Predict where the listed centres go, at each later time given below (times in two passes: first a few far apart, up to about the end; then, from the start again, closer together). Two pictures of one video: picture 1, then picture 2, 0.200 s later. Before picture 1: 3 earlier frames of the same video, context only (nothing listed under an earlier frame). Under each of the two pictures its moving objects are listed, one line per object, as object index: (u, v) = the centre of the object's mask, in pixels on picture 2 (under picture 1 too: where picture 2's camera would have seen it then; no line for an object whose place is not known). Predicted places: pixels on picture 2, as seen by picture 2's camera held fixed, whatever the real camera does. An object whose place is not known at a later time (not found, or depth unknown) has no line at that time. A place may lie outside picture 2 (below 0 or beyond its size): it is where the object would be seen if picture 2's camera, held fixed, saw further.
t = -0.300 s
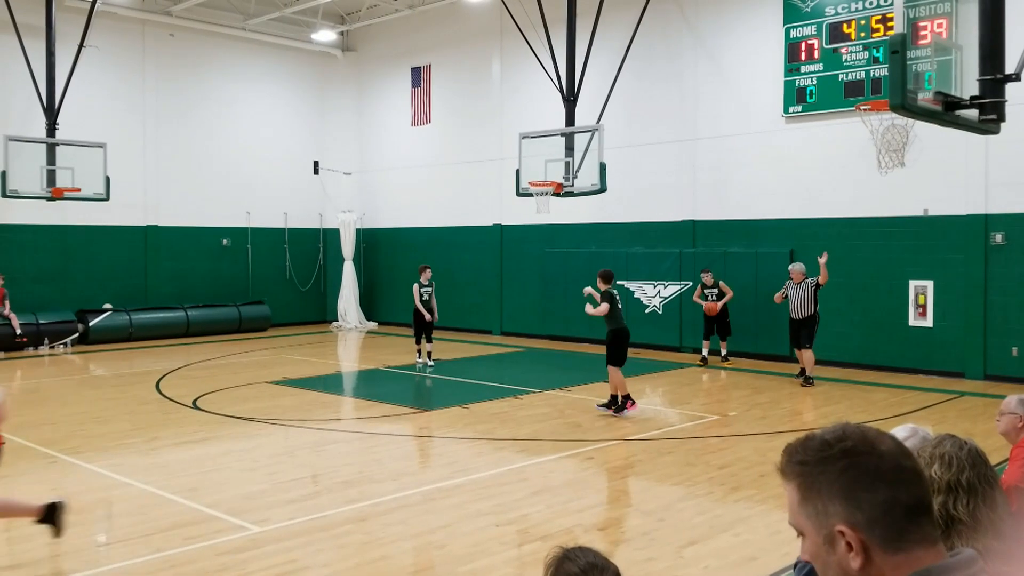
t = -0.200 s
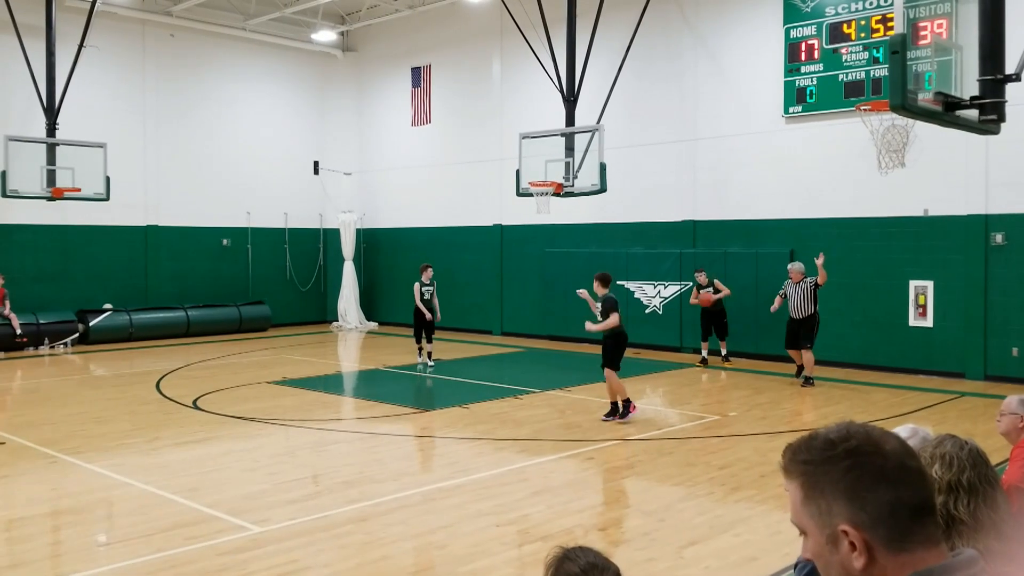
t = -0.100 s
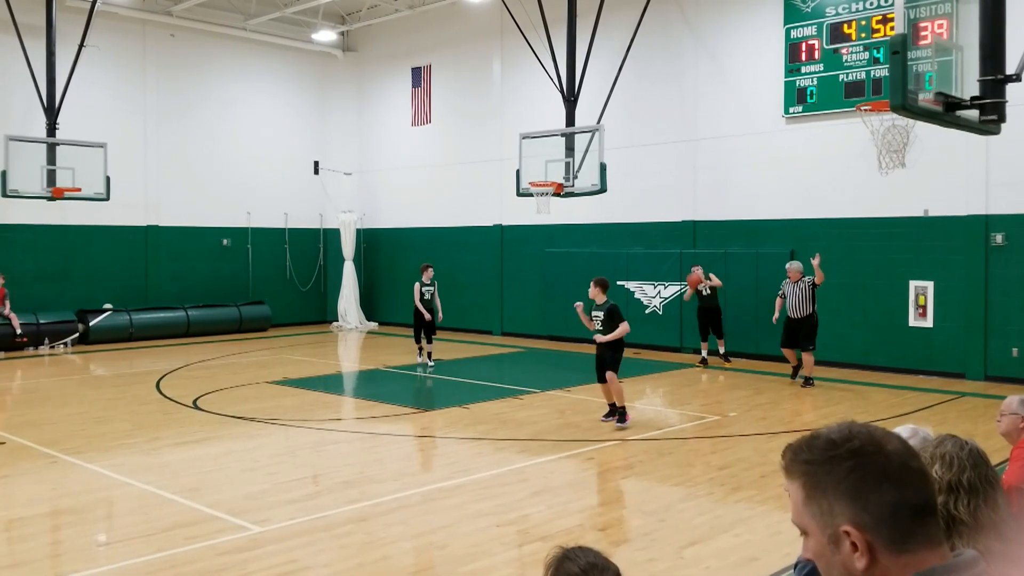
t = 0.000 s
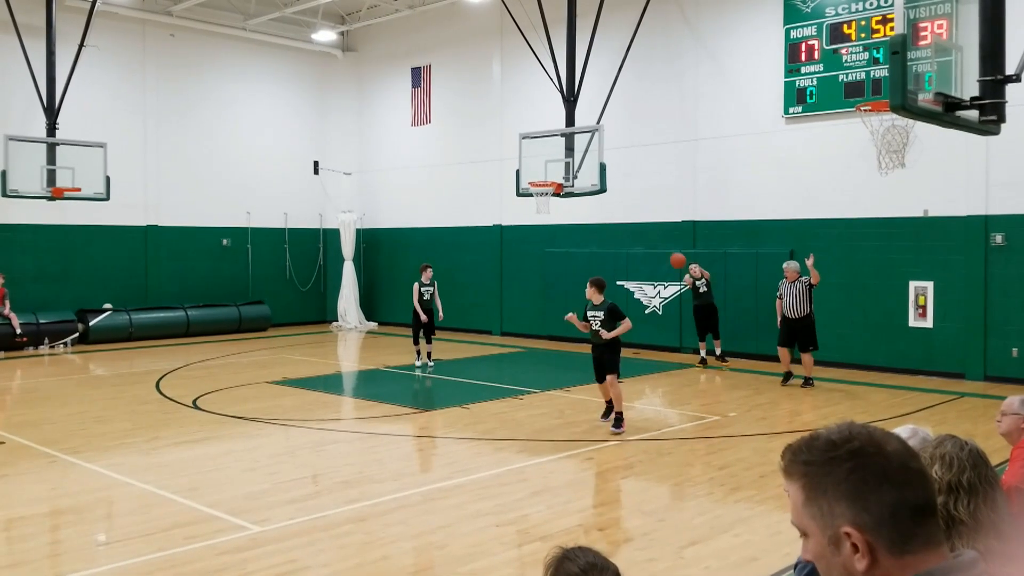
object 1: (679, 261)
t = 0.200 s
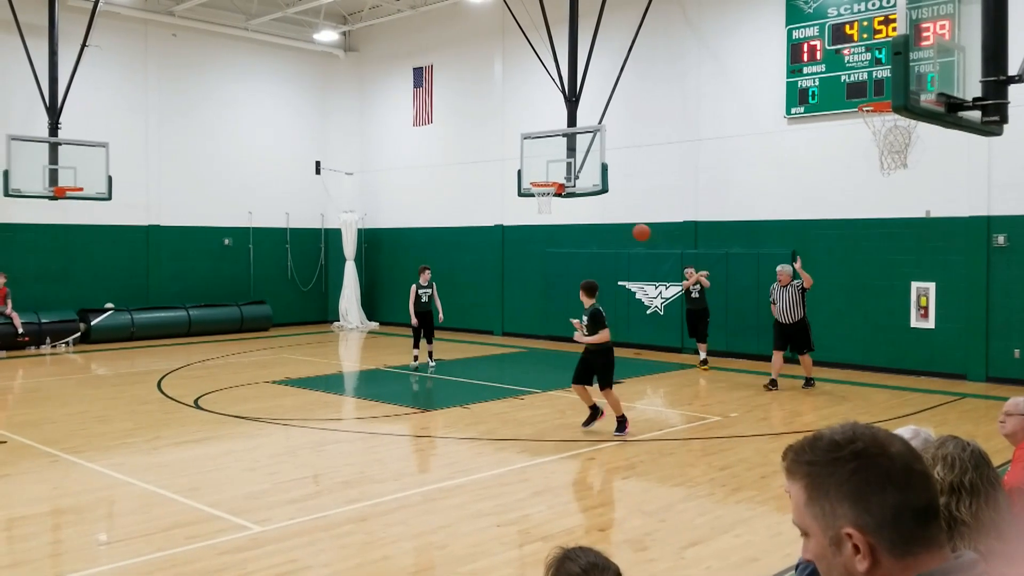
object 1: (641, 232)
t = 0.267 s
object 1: (627, 228)
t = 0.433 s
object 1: (588, 230)
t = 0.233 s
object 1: (634, 230)
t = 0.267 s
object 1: (627, 228)
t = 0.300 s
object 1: (620, 227)
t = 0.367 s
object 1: (604, 227)
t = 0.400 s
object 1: (596, 228)
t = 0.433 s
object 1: (588, 230)
